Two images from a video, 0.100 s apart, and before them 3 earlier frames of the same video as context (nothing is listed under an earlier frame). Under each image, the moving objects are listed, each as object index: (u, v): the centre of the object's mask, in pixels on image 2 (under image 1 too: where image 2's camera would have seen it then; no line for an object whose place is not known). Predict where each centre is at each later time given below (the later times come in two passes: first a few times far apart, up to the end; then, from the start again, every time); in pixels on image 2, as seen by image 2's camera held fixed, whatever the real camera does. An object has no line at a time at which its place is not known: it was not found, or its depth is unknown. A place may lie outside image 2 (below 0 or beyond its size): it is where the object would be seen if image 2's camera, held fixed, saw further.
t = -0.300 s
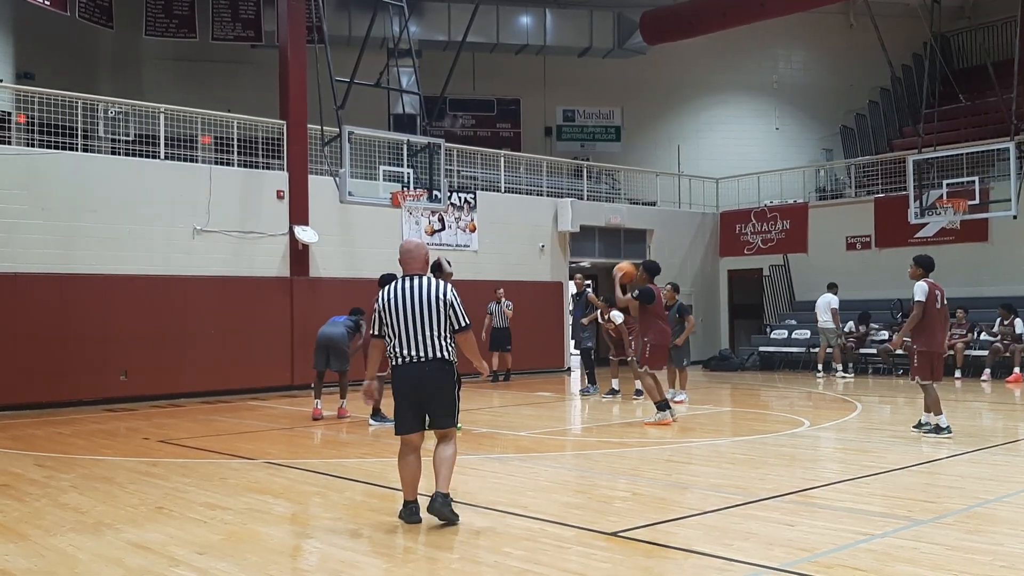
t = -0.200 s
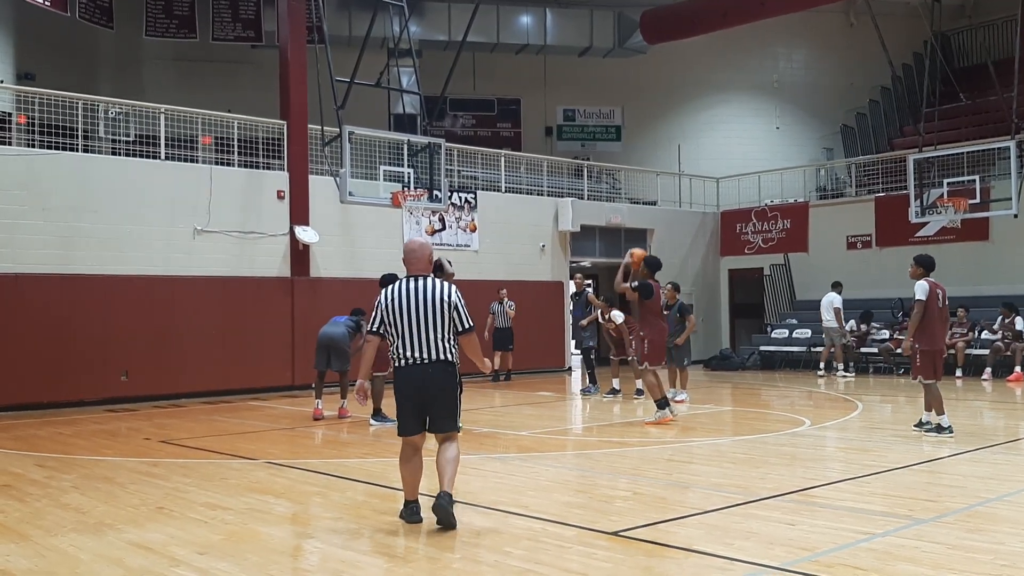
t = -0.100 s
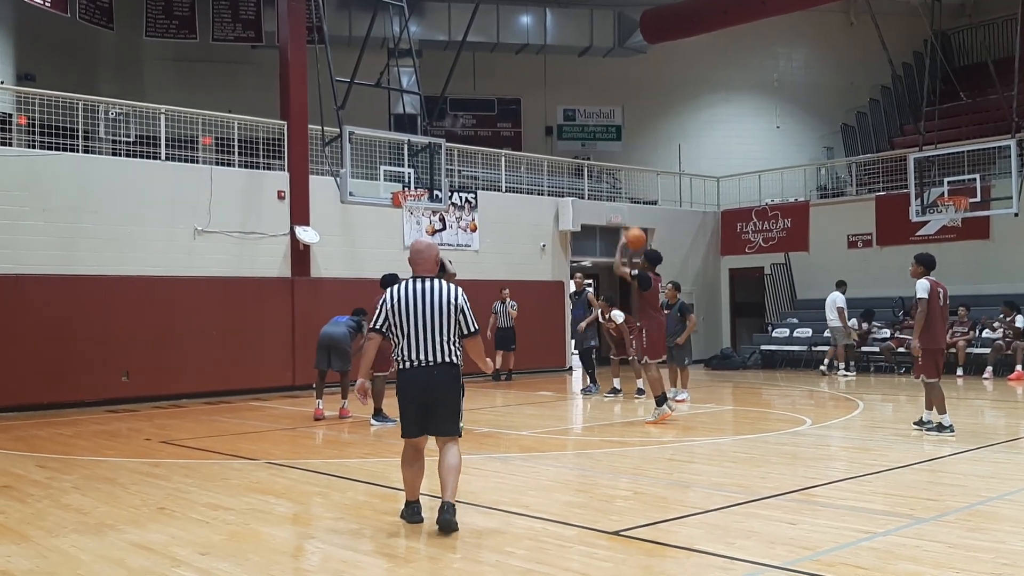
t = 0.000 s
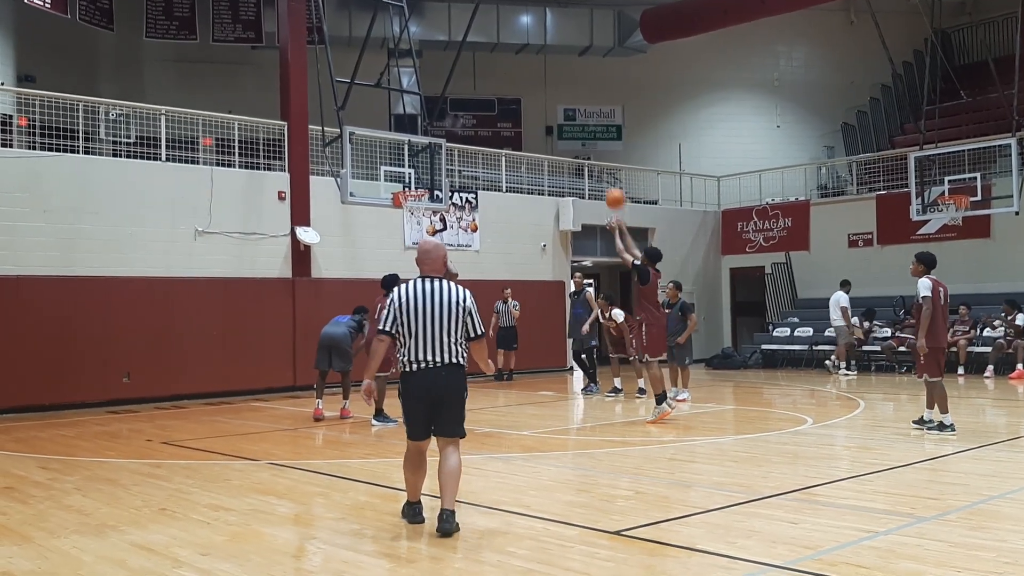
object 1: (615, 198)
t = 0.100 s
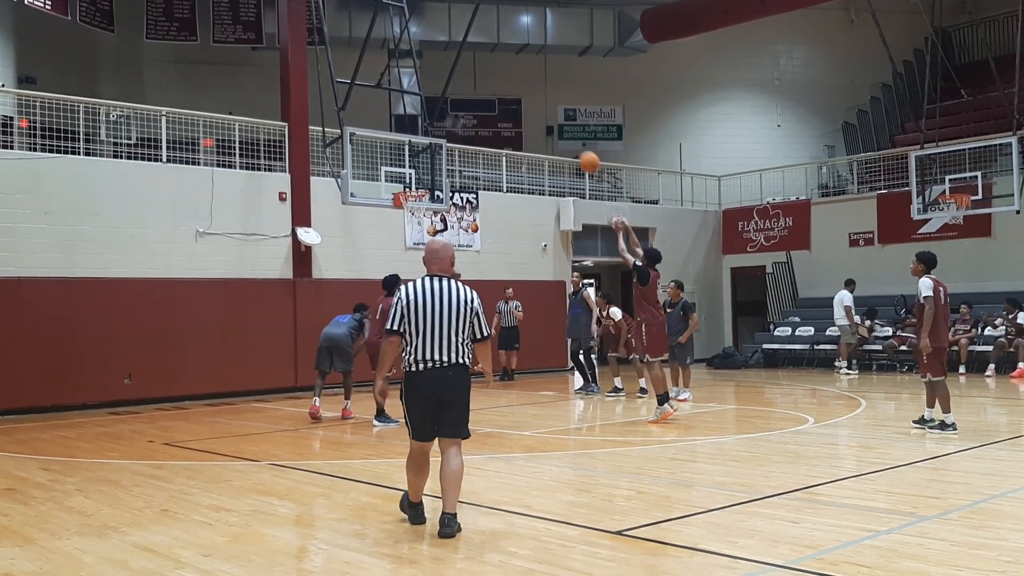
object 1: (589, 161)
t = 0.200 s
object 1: (564, 135)
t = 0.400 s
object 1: (519, 109)
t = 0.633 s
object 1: (473, 117)
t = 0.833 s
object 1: (438, 153)
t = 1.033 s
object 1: (410, 207)
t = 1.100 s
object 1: (406, 213)
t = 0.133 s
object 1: (580, 152)
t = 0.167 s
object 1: (573, 144)
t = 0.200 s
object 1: (564, 135)
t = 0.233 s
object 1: (556, 129)
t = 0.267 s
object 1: (548, 123)
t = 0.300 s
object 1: (541, 118)
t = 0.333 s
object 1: (533, 114)
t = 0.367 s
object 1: (526, 111)
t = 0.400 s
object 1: (519, 109)
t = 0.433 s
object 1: (512, 108)
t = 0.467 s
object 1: (505, 108)
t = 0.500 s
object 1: (498, 108)
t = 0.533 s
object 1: (492, 109)
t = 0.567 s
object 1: (485, 111)
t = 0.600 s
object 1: (479, 114)
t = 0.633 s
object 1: (473, 117)
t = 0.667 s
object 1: (468, 121)
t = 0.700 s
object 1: (462, 127)
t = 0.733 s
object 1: (455, 132)
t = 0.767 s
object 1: (450, 138)
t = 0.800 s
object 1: (444, 145)
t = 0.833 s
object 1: (438, 153)
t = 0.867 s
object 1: (434, 161)
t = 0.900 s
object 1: (428, 170)
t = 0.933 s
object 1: (424, 179)
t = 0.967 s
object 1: (419, 187)
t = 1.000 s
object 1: (412, 199)
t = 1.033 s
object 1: (410, 207)
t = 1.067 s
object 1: (407, 212)
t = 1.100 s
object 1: (406, 213)
